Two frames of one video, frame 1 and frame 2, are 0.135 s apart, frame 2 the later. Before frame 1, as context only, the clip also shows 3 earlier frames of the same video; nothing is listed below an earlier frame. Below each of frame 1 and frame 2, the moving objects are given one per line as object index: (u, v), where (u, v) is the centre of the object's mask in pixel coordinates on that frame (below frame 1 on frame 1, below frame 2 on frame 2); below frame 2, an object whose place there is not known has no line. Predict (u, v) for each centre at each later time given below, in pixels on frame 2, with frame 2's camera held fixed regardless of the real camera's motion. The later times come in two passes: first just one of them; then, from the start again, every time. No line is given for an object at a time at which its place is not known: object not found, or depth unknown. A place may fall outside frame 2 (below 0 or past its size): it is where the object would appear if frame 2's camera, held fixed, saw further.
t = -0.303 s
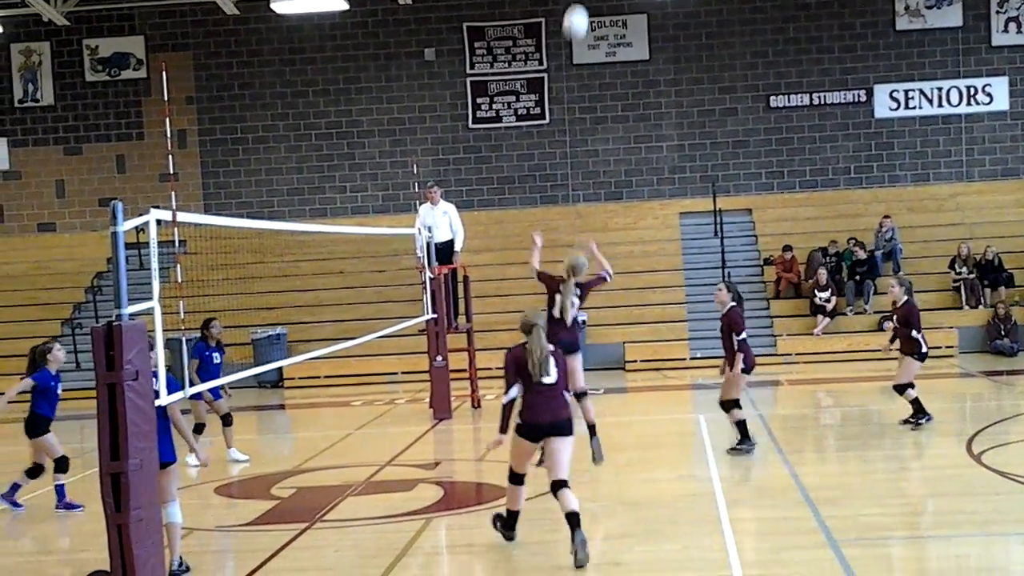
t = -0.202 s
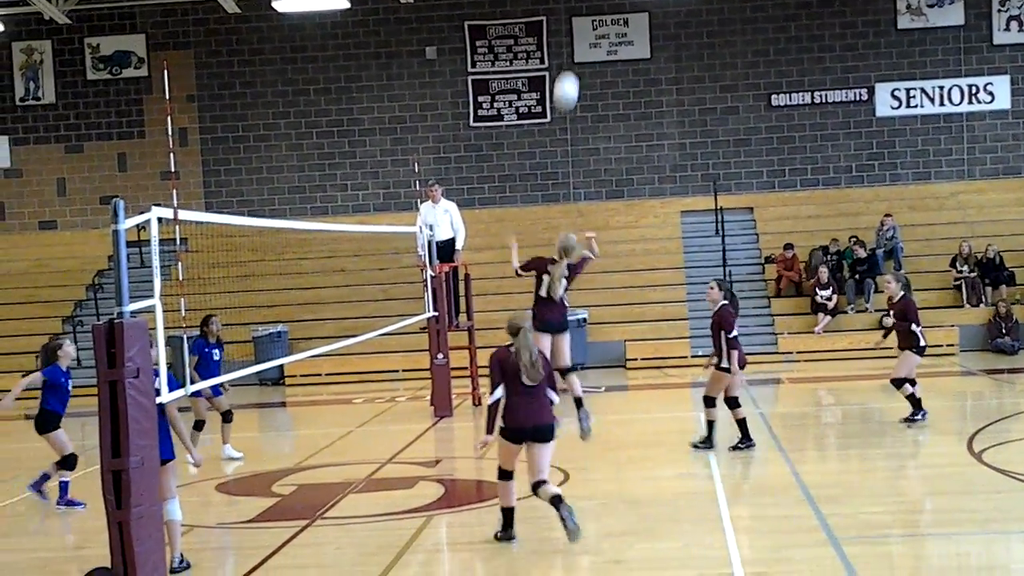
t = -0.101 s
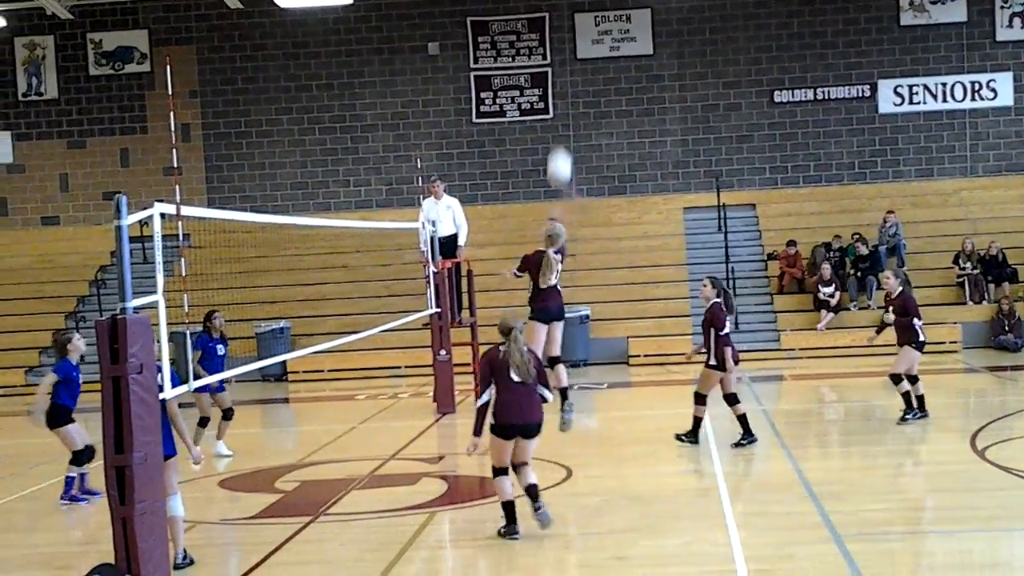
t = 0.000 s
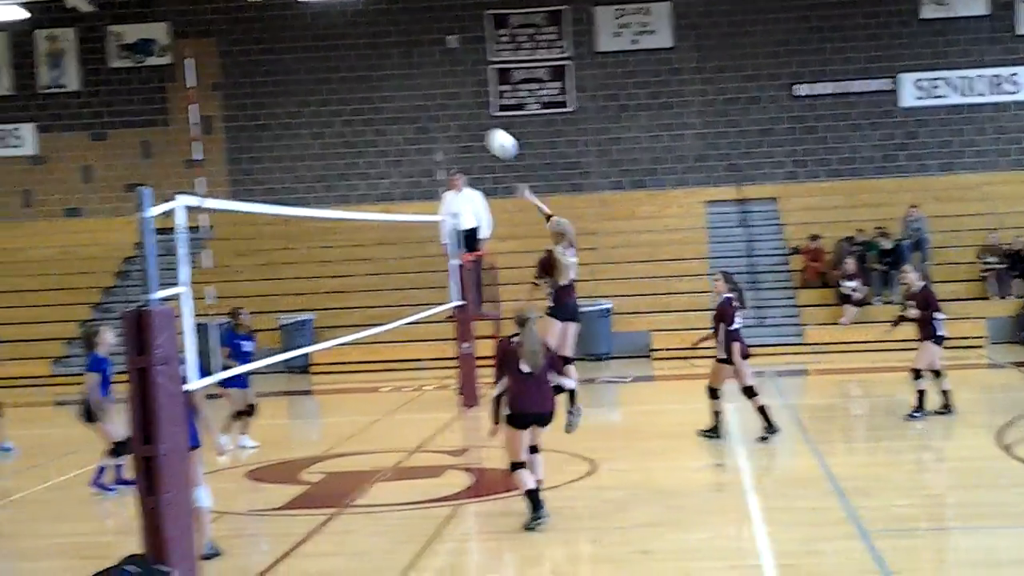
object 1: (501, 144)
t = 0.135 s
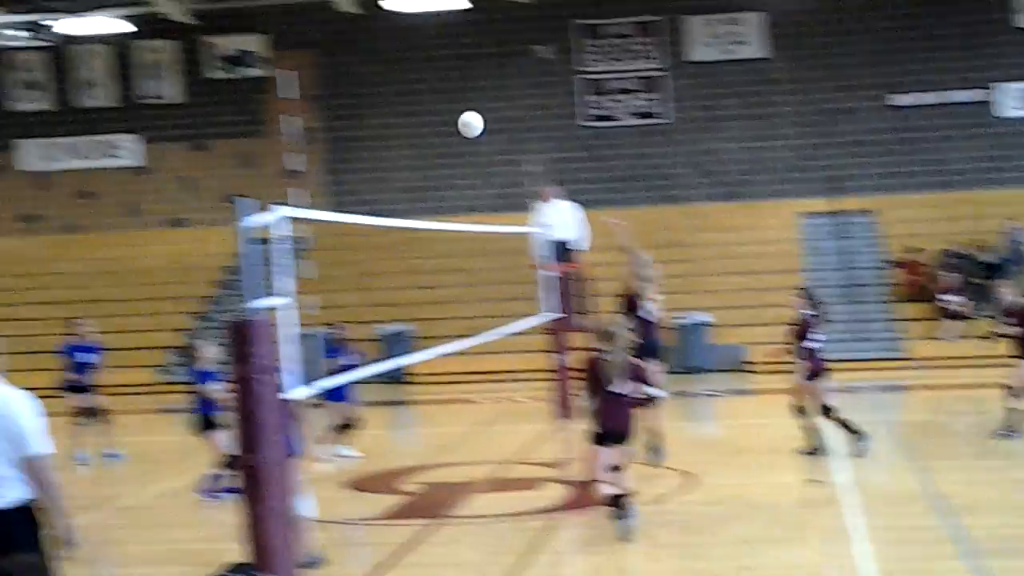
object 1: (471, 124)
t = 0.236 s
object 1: (383, 115)
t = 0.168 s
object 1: (442, 119)
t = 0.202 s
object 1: (413, 117)
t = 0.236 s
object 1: (383, 115)
